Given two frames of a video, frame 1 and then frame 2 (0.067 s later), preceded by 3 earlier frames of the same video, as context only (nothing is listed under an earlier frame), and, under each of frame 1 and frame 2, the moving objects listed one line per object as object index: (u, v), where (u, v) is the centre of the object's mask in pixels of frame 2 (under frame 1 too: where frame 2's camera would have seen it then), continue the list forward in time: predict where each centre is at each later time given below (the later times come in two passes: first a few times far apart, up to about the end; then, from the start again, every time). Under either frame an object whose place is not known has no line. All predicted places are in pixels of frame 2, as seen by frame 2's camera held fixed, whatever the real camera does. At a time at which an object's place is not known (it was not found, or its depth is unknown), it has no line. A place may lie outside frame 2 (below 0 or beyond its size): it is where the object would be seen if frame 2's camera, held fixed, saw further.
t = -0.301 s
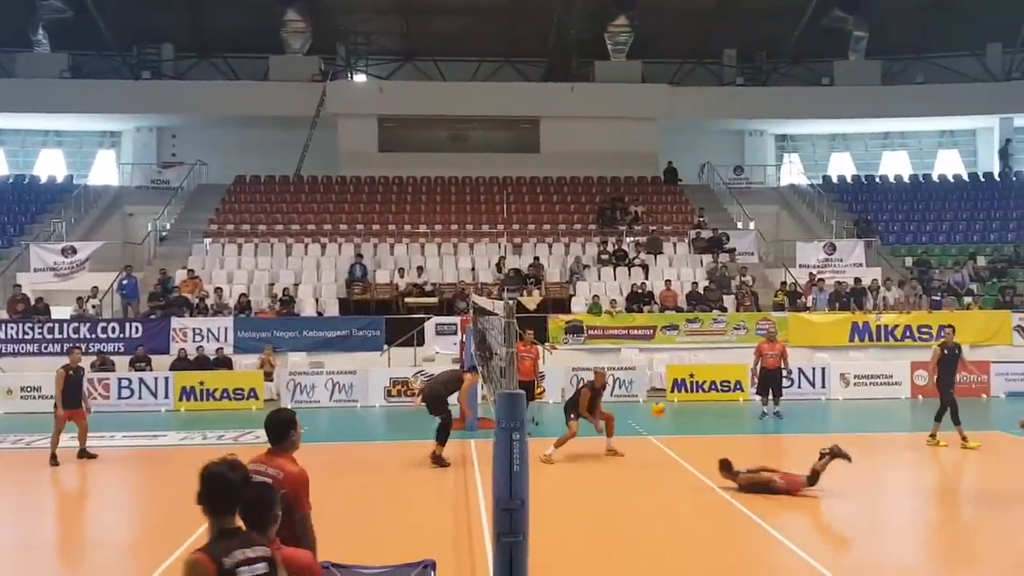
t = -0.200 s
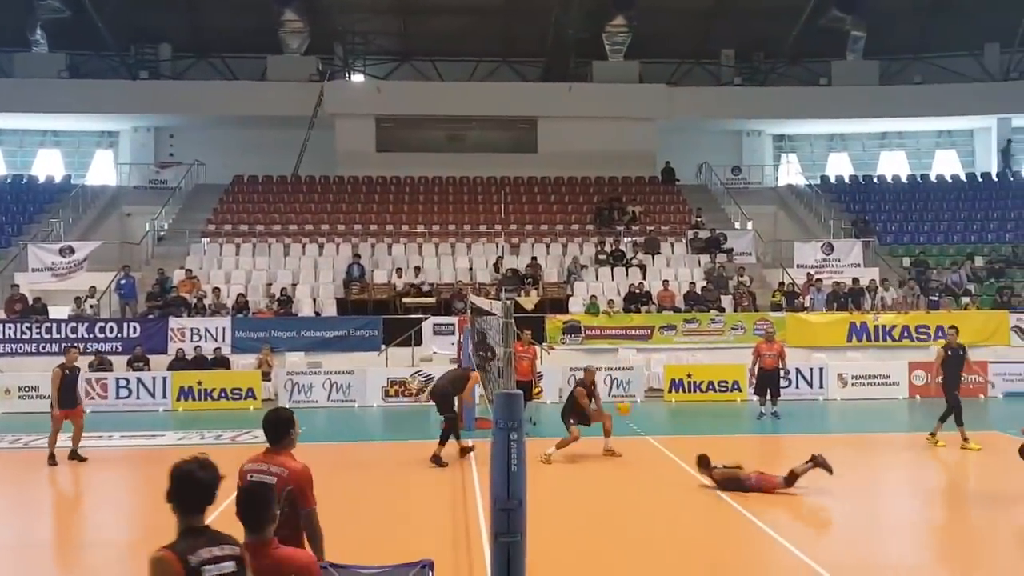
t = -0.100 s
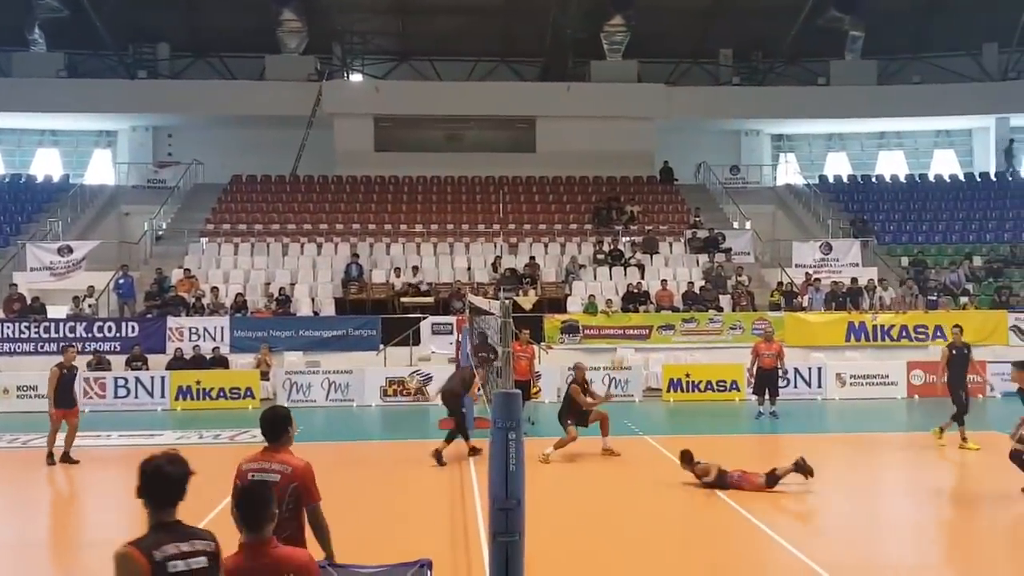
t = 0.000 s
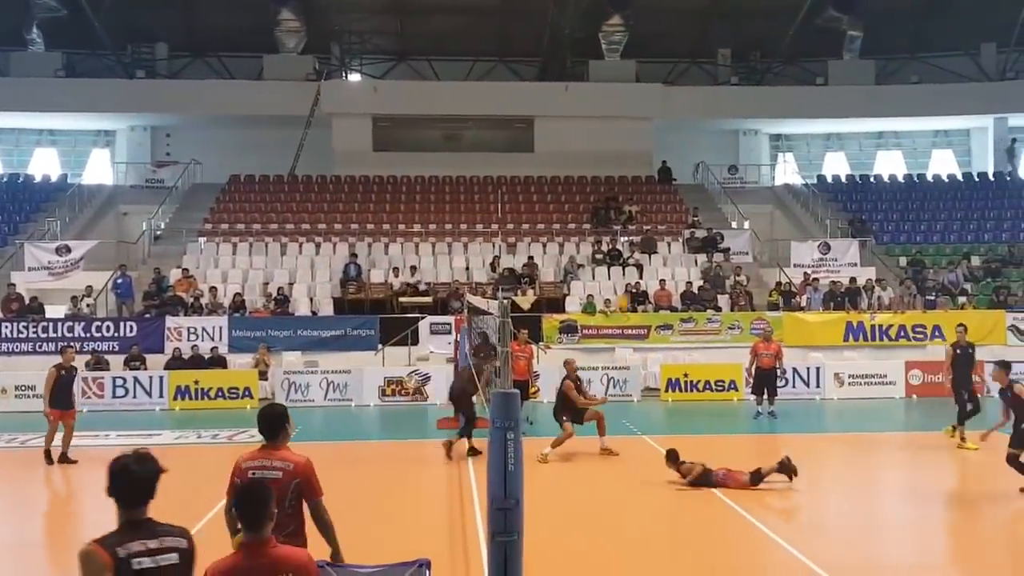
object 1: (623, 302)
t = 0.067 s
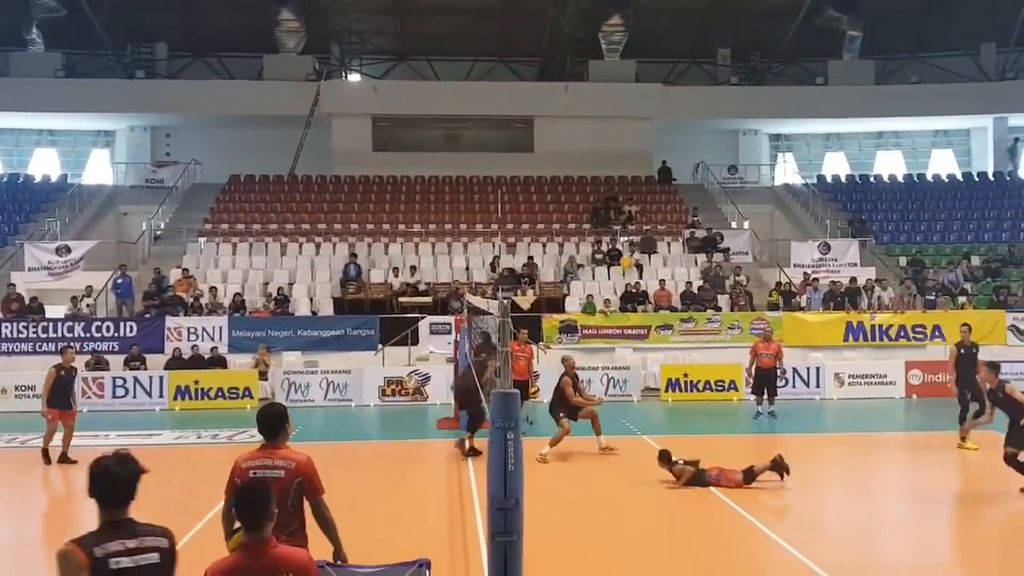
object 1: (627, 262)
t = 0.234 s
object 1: (641, 180)
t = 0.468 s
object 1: (658, 89)
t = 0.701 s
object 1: (677, 34)
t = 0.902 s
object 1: (692, 18)
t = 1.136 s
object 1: (712, 38)
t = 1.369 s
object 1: (730, 104)
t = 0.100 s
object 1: (629, 247)
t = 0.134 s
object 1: (631, 227)
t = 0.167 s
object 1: (634, 212)
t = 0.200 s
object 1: (637, 195)
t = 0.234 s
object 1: (641, 180)
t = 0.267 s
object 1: (644, 164)
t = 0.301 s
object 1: (646, 149)
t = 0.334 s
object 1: (647, 136)
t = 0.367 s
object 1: (651, 123)
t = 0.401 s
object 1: (654, 111)
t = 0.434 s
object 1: (657, 99)
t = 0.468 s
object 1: (658, 89)
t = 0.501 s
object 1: (661, 79)
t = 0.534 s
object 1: (663, 70)
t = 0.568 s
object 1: (666, 62)
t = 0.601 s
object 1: (669, 53)
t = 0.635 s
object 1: (672, 46)
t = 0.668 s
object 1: (674, 40)
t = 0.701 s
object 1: (677, 34)
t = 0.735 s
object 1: (679, 30)
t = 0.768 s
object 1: (682, 26)
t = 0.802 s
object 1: (684, 23)
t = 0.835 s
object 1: (687, 21)
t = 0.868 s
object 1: (689, 19)
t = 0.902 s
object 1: (692, 18)
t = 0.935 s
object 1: (695, 19)
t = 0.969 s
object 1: (697, 19)
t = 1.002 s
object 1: (700, 21)
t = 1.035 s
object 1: (703, 24)
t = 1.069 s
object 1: (706, 29)
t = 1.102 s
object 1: (708, 33)
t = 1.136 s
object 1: (712, 38)
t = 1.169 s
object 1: (714, 46)
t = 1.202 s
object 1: (716, 53)
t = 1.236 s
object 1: (718, 62)
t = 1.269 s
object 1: (722, 72)
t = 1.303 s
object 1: (725, 81)
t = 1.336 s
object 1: (727, 93)
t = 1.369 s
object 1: (730, 104)
